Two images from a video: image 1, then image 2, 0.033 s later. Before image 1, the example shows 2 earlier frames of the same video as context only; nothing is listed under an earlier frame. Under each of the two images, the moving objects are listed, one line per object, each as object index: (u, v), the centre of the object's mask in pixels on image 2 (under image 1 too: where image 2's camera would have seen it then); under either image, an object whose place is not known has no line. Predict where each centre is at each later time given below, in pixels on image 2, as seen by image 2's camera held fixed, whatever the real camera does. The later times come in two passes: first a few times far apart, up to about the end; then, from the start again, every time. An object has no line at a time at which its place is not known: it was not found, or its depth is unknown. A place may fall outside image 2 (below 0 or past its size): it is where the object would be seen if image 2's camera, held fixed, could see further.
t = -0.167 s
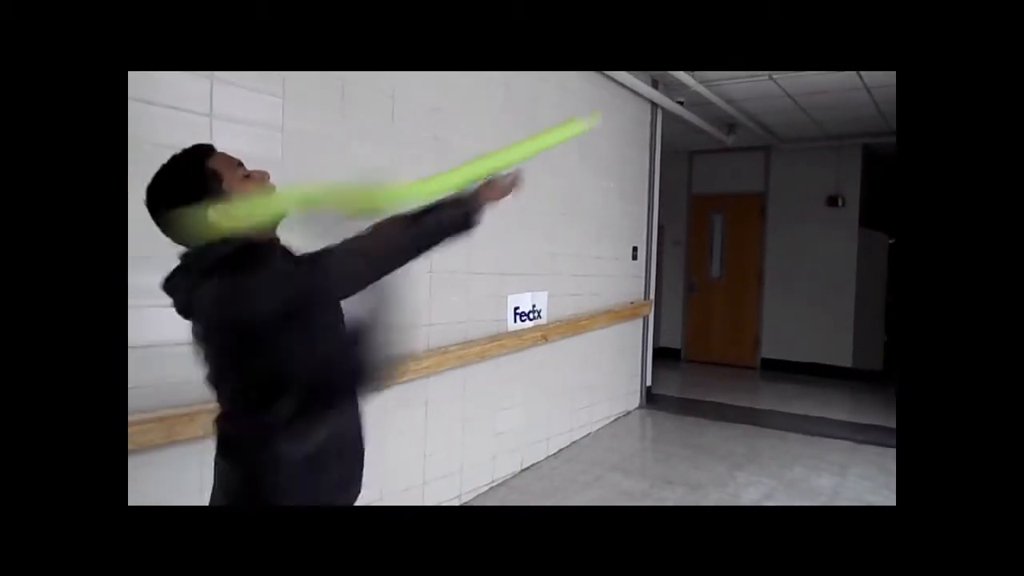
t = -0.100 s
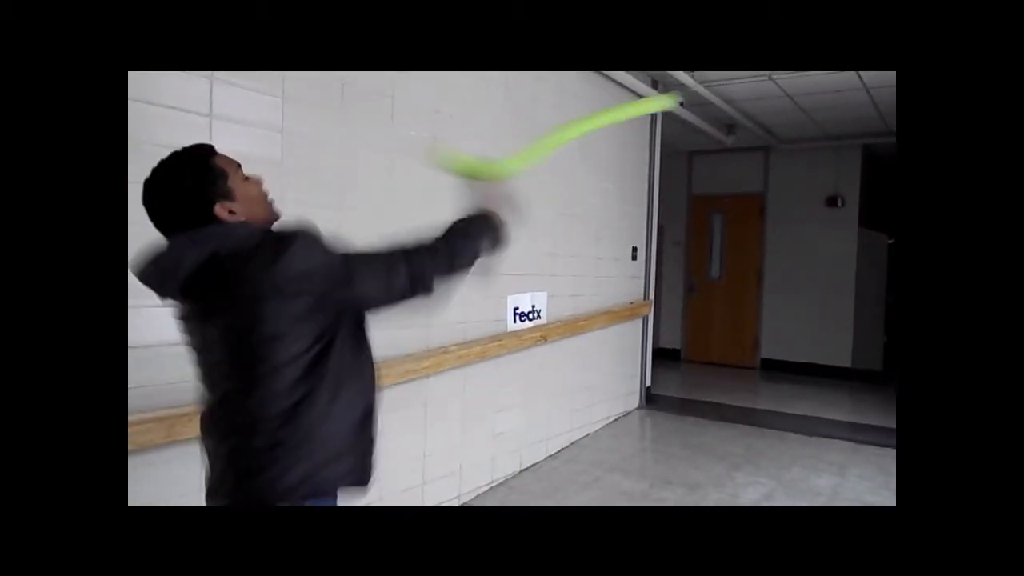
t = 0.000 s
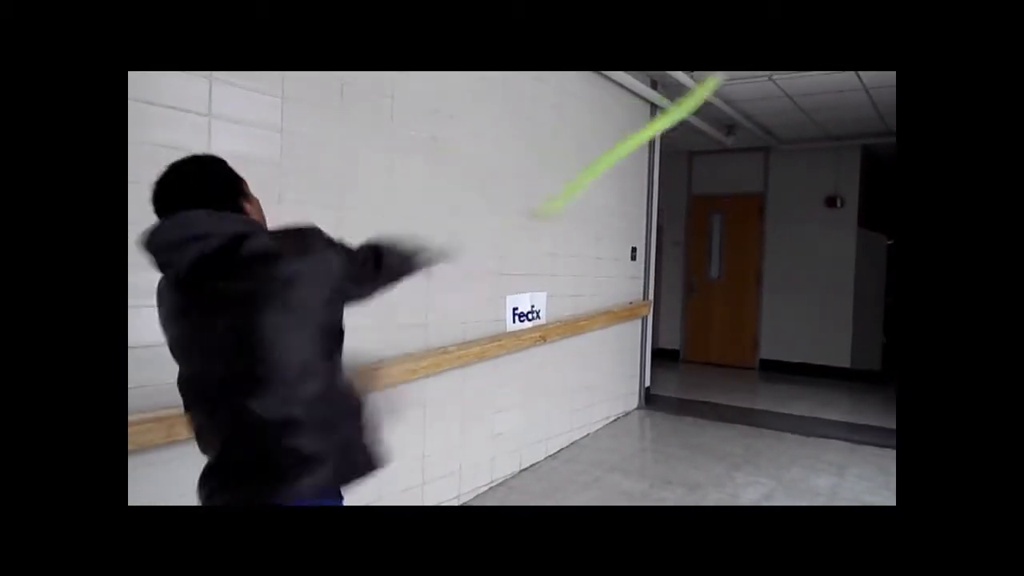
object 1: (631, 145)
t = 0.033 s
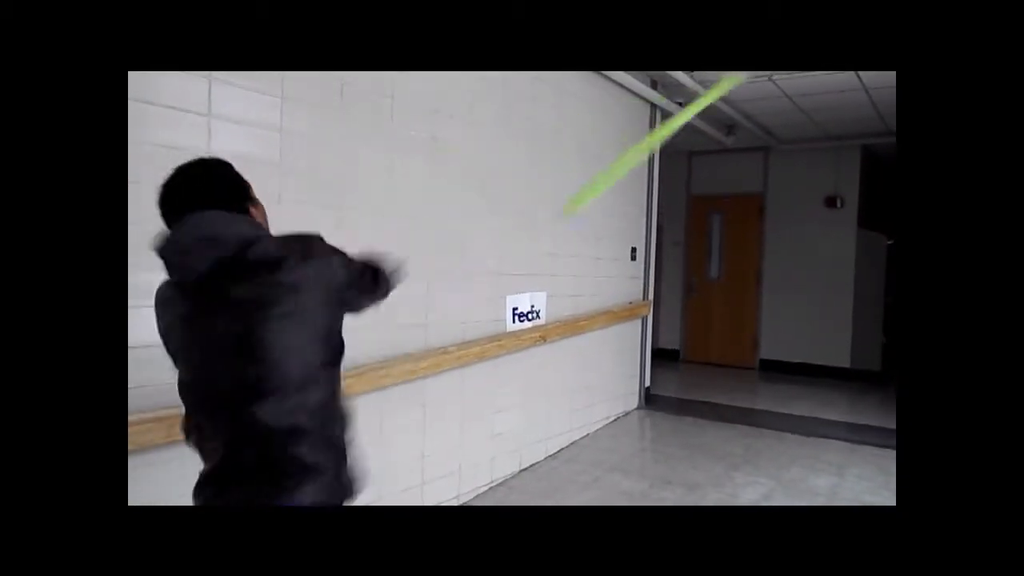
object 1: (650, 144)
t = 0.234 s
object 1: (737, 133)
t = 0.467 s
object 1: (784, 161)
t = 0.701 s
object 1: (789, 239)
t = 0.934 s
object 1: (776, 330)
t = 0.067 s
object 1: (676, 135)
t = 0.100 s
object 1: (693, 133)
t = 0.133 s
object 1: (708, 130)
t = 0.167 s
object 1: (720, 130)
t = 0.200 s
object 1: (727, 132)
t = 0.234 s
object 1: (737, 133)
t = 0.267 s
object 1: (749, 130)
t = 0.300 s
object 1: (759, 130)
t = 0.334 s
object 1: (769, 131)
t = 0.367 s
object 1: (773, 137)
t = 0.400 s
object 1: (784, 142)
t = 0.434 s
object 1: (783, 154)
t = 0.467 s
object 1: (784, 161)
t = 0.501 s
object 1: (789, 173)
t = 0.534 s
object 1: (790, 183)
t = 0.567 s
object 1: (790, 191)
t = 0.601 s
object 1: (790, 205)
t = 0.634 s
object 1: (790, 217)
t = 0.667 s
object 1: (790, 228)
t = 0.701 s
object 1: (789, 239)
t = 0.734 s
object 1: (787, 252)
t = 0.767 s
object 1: (784, 265)
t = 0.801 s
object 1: (781, 278)
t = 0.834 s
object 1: (780, 290)
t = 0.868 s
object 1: (779, 303)
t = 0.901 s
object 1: (777, 317)
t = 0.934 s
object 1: (776, 330)
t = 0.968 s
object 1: (773, 343)
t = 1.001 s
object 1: (770, 357)
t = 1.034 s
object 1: (767, 371)
